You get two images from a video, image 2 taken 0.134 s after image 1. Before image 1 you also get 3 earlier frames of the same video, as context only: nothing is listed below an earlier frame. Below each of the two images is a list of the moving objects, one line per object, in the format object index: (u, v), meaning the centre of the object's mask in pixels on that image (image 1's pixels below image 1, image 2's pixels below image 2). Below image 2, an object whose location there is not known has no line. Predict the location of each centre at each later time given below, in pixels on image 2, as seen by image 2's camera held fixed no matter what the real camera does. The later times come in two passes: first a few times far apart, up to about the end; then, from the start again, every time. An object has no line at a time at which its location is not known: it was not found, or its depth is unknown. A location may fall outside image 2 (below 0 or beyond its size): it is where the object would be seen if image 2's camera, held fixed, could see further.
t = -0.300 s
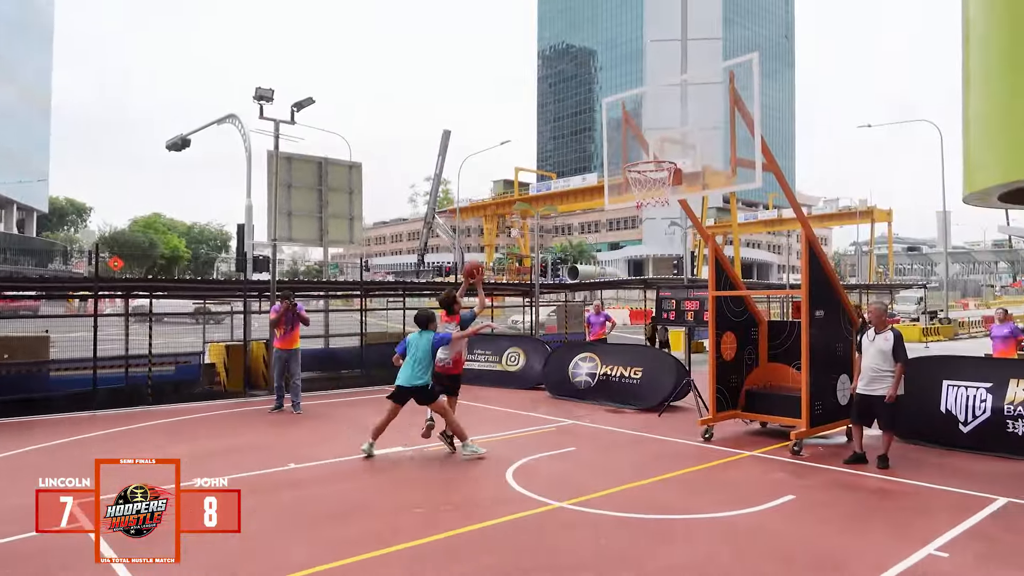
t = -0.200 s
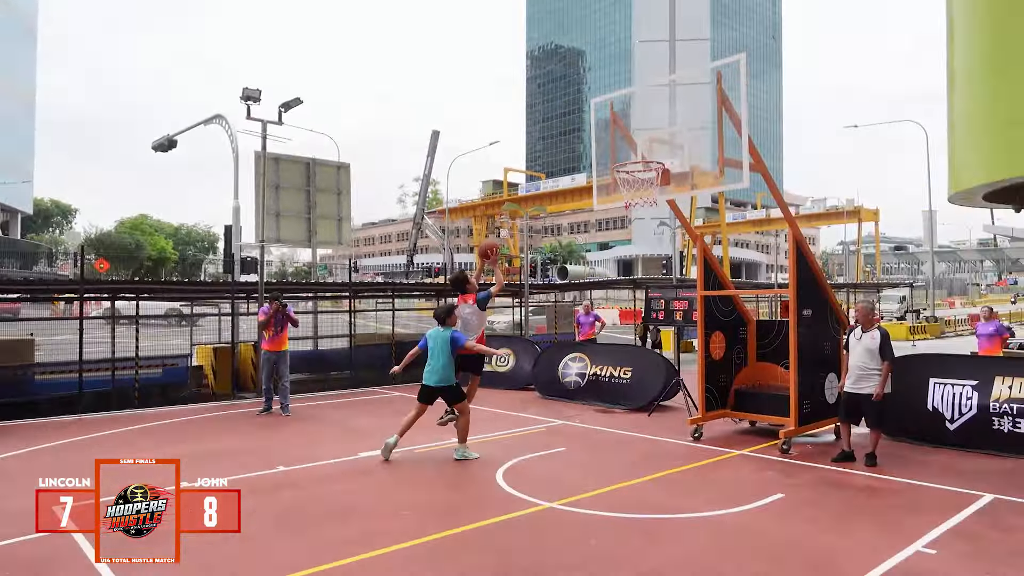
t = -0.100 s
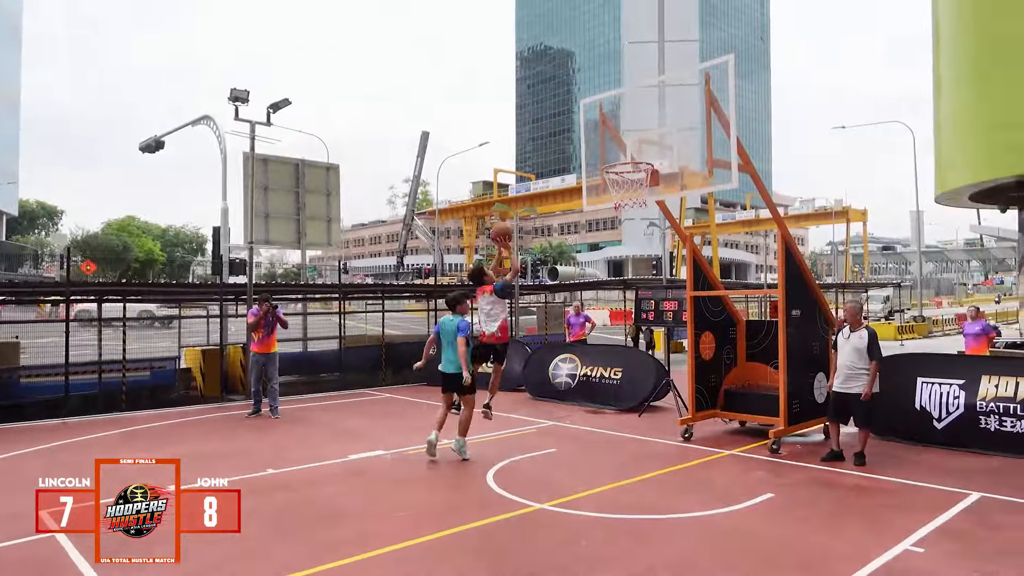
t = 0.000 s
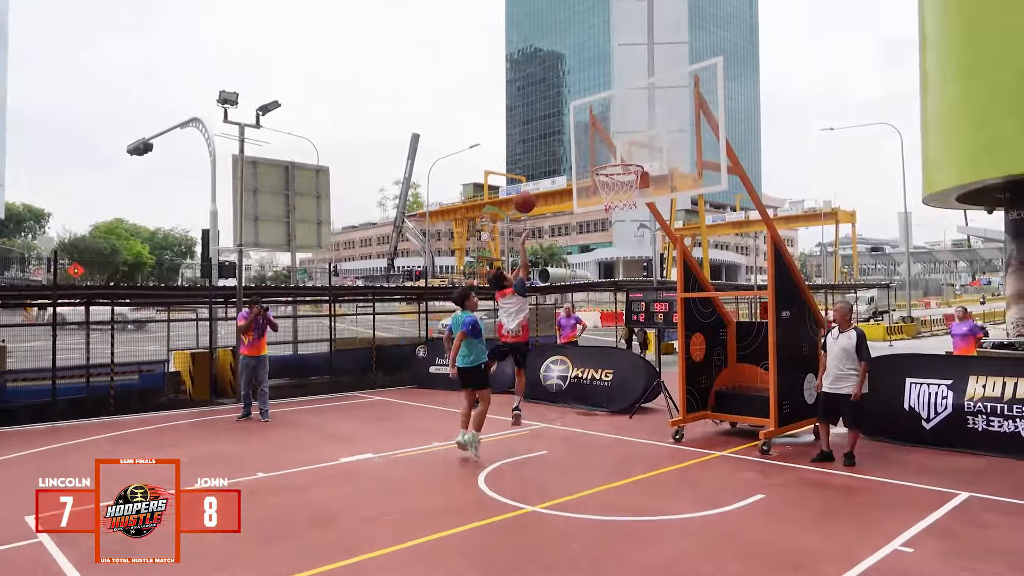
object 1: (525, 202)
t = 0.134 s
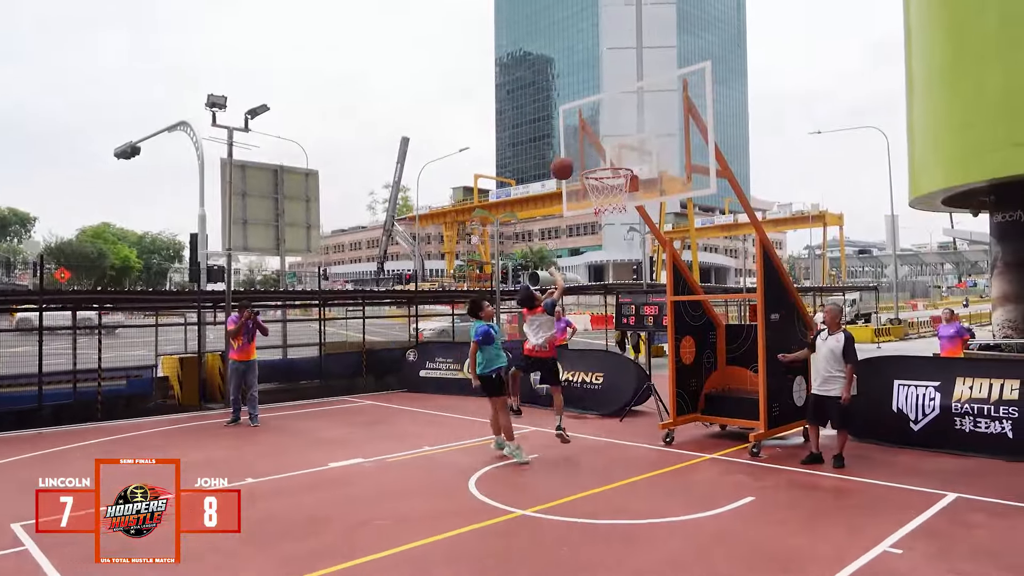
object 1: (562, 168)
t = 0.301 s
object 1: (602, 149)
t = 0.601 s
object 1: (599, 169)
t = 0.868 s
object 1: (608, 170)
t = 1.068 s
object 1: (595, 195)
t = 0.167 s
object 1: (574, 163)
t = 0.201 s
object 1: (586, 157)
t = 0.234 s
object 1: (599, 151)
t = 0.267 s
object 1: (602, 149)
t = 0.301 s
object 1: (602, 149)
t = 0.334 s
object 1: (603, 149)
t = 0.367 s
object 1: (604, 149)
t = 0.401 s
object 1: (605, 151)
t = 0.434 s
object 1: (607, 155)
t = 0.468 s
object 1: (608, 158)
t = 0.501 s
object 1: (607, 163)
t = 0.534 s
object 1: (604, 164)
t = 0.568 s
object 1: (601, 165)
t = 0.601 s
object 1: (599, 169)
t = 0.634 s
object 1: (598, 171)
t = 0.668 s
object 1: (602, 169)
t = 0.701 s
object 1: (608, 167)
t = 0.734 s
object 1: (612, 167)
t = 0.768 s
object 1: (618, 168)
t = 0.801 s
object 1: (616, 168)
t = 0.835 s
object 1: (612, 168)
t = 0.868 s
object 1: (608, 170)
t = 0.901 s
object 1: (605, 172)
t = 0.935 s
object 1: (599, 177)
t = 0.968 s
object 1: (596, 181)
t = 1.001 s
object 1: (594, 184)
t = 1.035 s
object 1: (595, 190)
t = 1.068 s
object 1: (595, 195)
